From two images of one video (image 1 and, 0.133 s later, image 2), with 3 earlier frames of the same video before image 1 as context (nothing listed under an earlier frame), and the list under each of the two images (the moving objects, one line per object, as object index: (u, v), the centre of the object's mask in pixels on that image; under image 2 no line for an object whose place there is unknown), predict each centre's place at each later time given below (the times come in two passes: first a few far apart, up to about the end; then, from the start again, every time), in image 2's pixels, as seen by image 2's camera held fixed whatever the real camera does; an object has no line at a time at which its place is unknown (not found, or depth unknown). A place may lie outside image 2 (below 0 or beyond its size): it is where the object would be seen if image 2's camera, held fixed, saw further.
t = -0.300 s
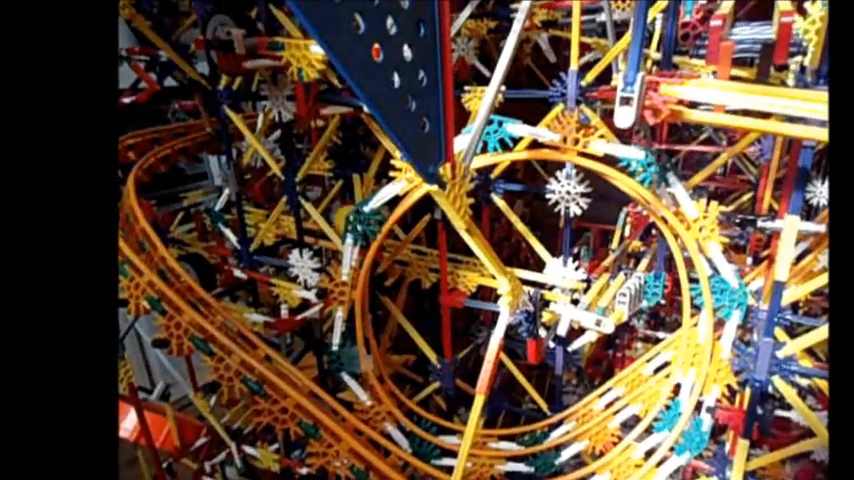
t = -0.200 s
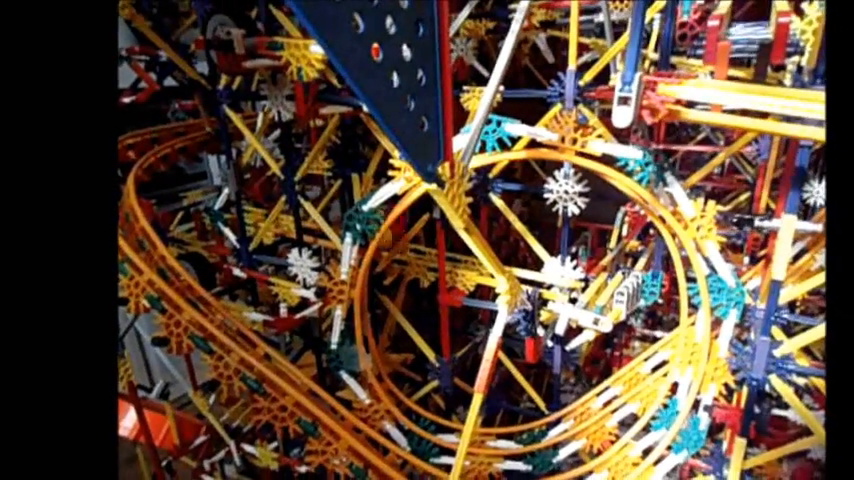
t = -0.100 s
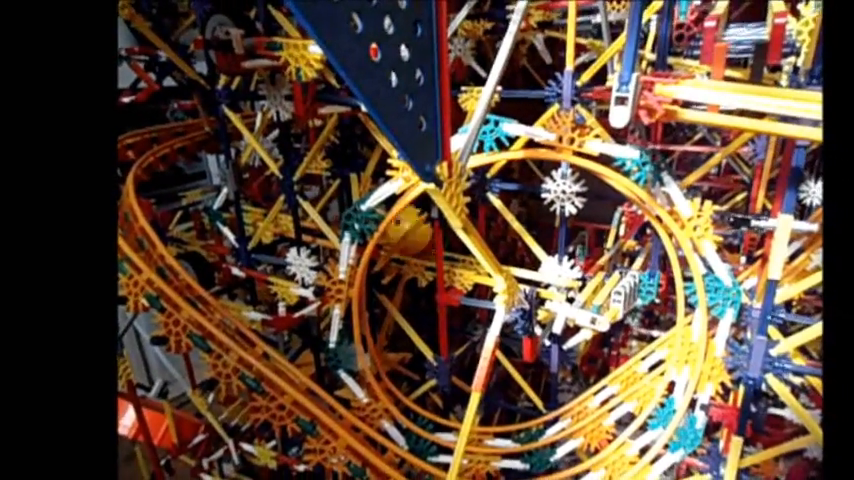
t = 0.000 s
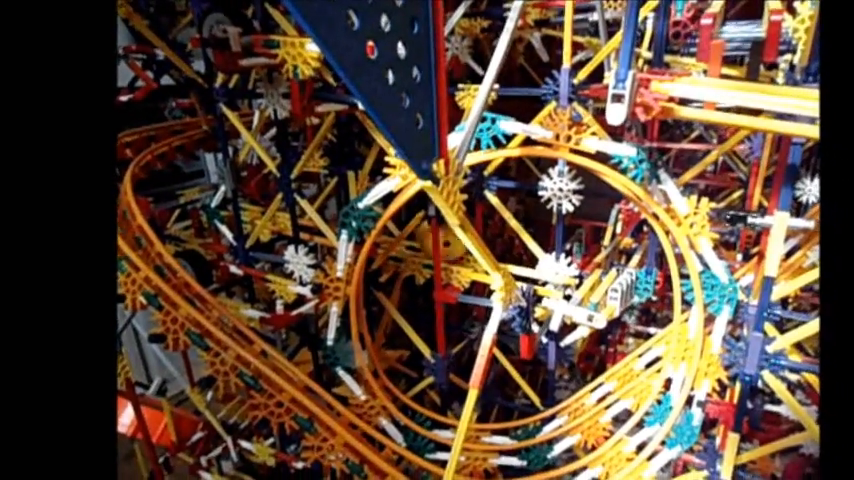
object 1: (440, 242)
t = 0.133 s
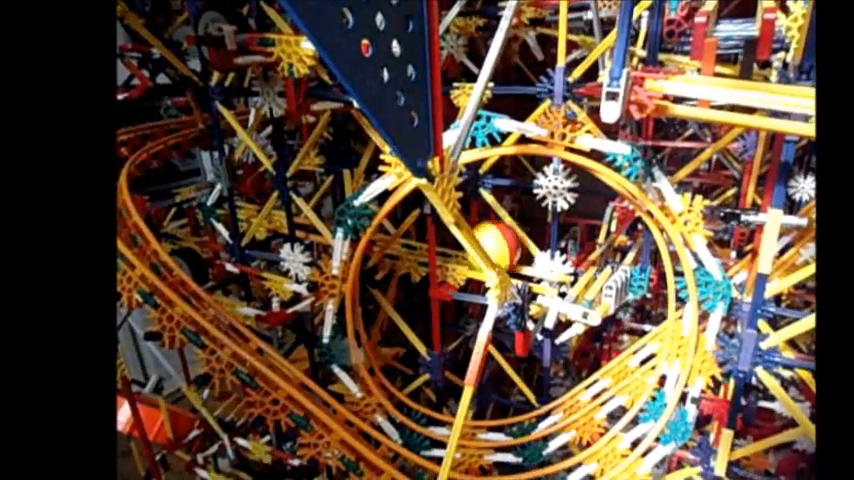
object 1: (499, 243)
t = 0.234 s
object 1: (538, 256)
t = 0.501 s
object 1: (591, 255)
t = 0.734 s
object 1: (603, 243)
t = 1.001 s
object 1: (622, 228)
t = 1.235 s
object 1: (632, 216)
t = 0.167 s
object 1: (510, 248)
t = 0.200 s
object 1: (521, 252)
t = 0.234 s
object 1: (538, 256)
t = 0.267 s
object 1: (555, 258)
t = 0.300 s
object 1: (570, 259)
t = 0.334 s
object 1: (582, 261)
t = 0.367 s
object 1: (587, 258)
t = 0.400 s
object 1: (586, 259)
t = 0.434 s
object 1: (587, 259)
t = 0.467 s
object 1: (589, 257)
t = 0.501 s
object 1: (591, 255)
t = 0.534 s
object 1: (593, 253)
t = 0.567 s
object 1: (595, 252)
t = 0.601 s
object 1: (595, 250)
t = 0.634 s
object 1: (597, 249)
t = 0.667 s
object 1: (599, 247)
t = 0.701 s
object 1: (601, 246)
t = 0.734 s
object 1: (603, 243)
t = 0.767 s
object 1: (604, 242)
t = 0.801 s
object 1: (607, 243)
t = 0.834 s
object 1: (609, 241)
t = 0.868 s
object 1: (613, 238)
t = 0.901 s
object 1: (615, 236)
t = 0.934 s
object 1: (617, 233)
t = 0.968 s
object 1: (619, 232)
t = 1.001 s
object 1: (622, 228)
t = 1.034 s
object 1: (622, 224)
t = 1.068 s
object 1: (623, 223)
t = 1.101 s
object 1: (624, 223)
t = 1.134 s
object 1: (625, 221)
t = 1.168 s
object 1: (629, 218)
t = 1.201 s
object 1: (630, 217)
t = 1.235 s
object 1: (632, 216)
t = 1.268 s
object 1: (639, 220)
